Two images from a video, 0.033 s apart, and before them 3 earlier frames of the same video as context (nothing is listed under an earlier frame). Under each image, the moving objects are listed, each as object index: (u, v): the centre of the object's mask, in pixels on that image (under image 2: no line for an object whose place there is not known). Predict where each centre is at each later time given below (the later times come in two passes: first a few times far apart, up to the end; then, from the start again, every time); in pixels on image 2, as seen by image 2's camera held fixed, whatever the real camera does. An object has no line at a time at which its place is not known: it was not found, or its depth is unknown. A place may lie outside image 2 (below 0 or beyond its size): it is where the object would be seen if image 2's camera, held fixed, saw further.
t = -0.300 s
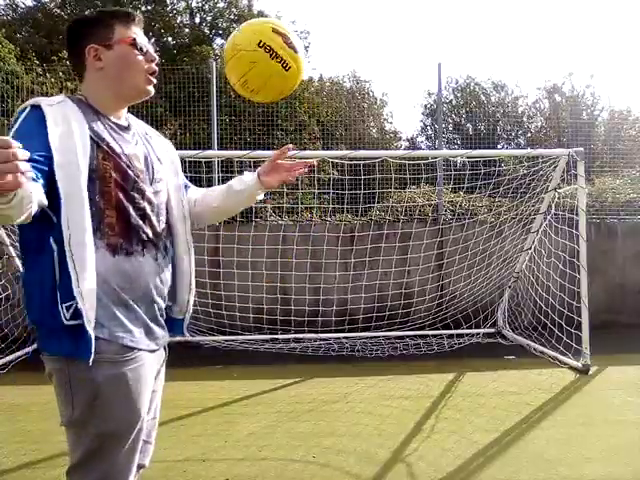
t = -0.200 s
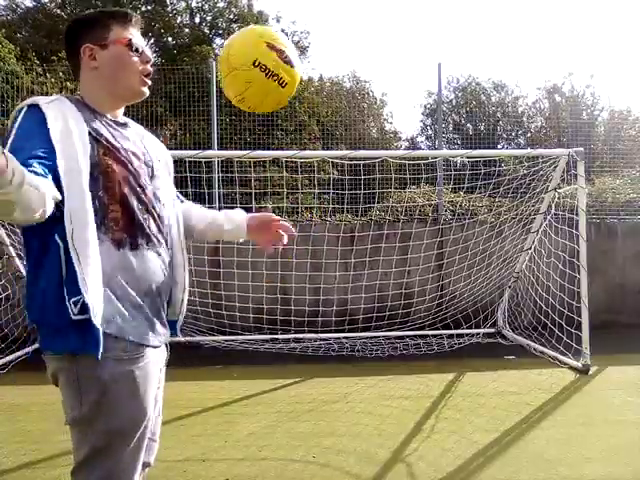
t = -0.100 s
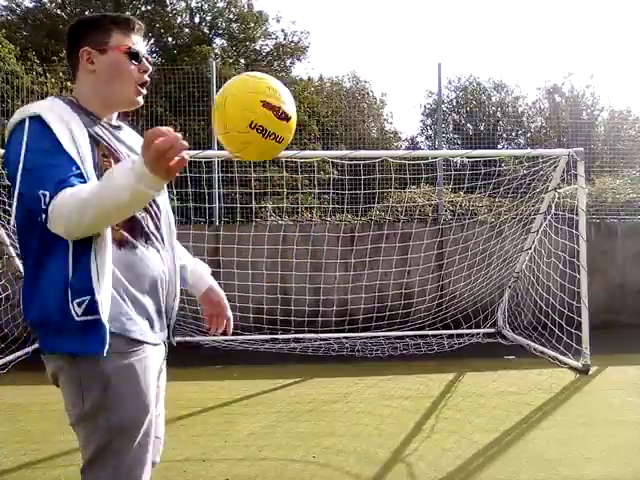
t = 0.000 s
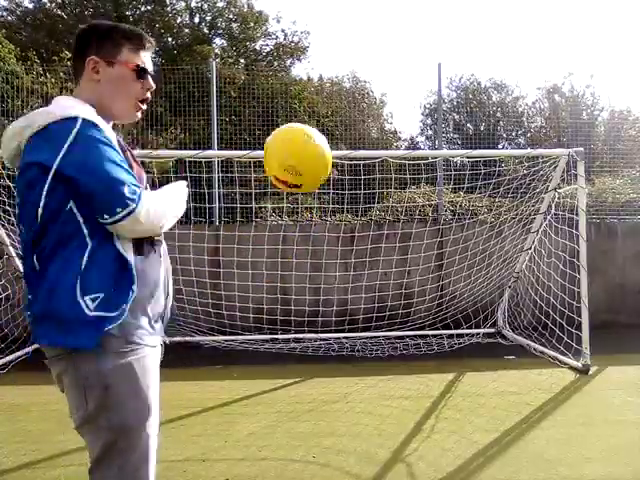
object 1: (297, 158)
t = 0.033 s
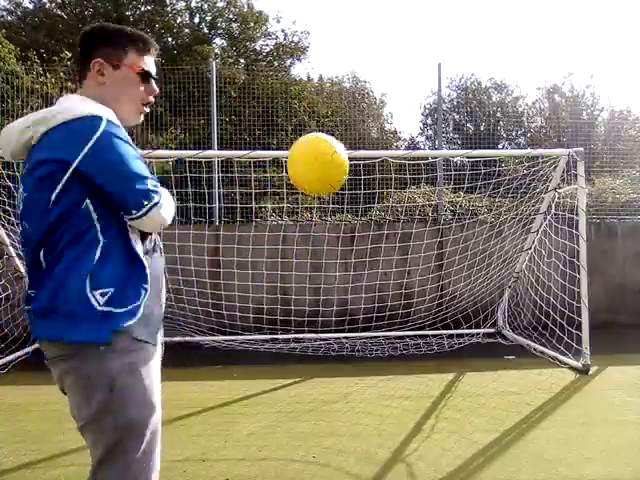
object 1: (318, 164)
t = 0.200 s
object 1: (382, 213)
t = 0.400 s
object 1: (420, 289)
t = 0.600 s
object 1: (444, 333)
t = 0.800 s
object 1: (460, 281)
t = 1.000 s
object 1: (475, 275)
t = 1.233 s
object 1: (492, 315)
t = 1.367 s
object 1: (498, 314)
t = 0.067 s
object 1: (335, 173)
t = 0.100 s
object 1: (349, 182)
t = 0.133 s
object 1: (361, 191)
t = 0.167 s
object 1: (372, 202)
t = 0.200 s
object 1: (382, 213)
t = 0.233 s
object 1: (390, 224)
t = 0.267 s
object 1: (398, 237)
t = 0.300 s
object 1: (404, 249)
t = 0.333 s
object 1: (410, 262)
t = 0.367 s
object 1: (415, 276)
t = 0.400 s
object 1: (420, 289)
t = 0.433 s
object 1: (425, 302)
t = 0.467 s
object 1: (429, 315)
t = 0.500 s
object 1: (434, 330)
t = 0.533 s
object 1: (437, 343)
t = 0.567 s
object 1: (441, 346)
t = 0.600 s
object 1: (444, 333)
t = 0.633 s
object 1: (447, 321)
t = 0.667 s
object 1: (450, 310)
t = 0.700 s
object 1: (452, 301)
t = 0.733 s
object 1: (455, 293)
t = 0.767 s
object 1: (457, 287)
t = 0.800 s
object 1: (460, 281)
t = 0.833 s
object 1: (463, 278)
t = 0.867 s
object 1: (466, 275)
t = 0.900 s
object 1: (468, 274)
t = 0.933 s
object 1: (470, 273)
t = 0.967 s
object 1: (473, 274)
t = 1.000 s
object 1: (475, 275)
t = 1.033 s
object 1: (479, 278)
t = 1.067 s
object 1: (481, 283)
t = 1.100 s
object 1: (483, 287)
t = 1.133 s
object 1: (486, 293)
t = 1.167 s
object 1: (488, 300)
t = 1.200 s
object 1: (489, 307)
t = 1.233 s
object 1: (492, 315)
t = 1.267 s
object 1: (494, 325)
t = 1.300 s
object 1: (495, 324)
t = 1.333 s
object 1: (497, 318)
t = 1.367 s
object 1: (498, 314)
